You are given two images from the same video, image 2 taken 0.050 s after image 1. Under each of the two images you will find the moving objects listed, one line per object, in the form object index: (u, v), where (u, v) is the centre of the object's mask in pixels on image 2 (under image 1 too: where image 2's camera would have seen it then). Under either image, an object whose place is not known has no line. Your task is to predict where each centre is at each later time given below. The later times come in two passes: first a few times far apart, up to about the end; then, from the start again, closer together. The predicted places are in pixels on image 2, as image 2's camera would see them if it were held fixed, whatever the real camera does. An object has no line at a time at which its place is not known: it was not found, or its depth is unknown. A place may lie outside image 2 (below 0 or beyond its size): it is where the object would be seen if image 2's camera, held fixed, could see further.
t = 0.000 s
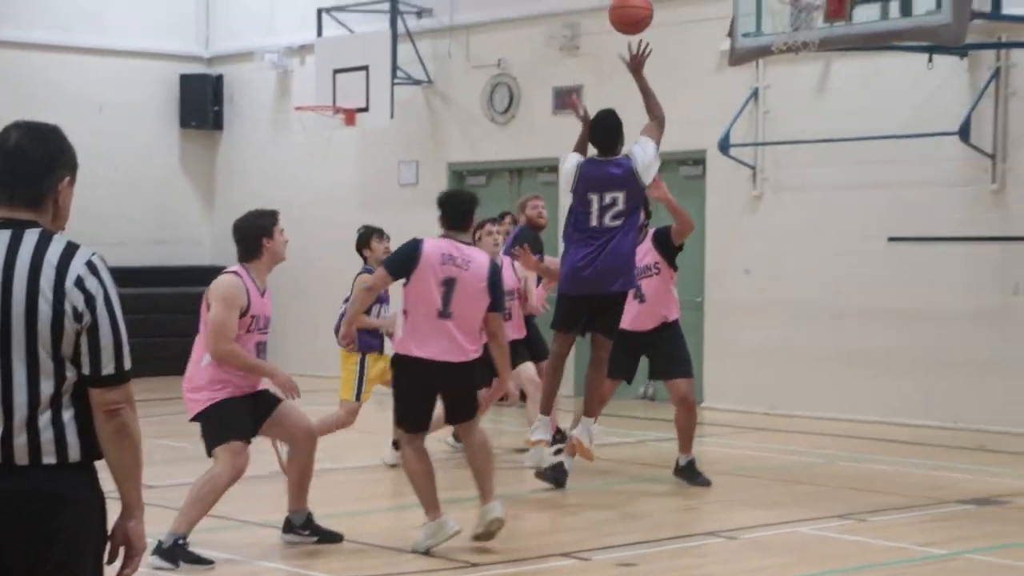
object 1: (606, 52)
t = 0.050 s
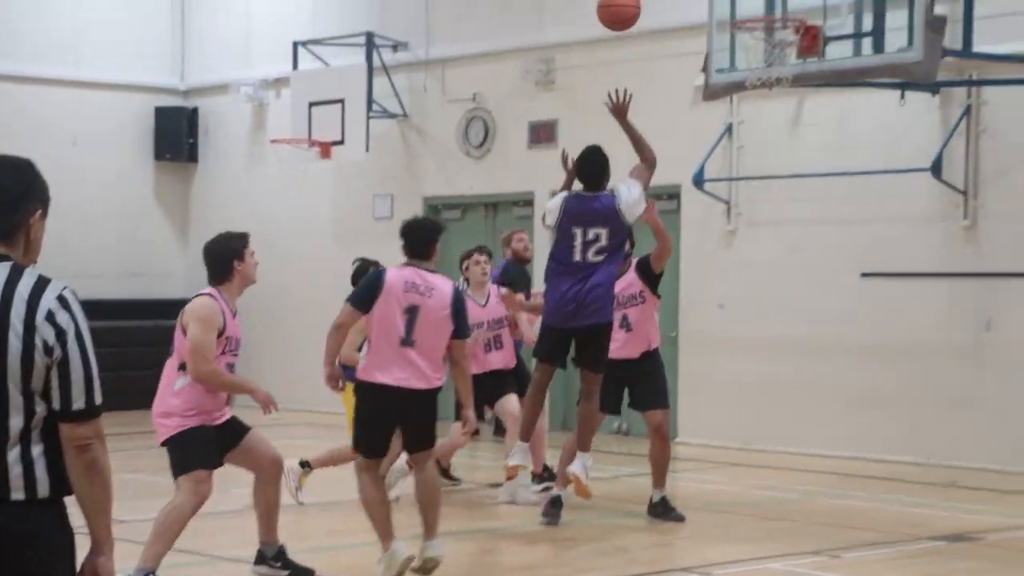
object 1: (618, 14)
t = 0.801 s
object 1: (771, 7)
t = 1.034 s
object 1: (776, 89)
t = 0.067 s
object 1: (623, 2)
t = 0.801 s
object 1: (771, 7)
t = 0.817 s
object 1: (774, 17)
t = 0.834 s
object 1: (776, 27)
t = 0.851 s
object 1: (779, 38)
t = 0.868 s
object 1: (781, 47)
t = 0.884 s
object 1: (782, 52)
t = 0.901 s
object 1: (782, 57)
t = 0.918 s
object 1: (782, 60)
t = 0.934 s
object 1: (780, 64)
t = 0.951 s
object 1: (779, 68)
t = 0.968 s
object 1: (779, 70)
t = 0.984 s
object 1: (778, 74)
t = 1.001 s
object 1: (778, 78)
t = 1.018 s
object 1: (776, 83)
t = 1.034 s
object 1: (776, 89)
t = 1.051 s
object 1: (775, 94)
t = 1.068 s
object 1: (774, 101)
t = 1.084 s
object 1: (773, 108)
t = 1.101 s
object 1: (772, 114)
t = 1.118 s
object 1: (771, 121)
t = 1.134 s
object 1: (770, 129)
